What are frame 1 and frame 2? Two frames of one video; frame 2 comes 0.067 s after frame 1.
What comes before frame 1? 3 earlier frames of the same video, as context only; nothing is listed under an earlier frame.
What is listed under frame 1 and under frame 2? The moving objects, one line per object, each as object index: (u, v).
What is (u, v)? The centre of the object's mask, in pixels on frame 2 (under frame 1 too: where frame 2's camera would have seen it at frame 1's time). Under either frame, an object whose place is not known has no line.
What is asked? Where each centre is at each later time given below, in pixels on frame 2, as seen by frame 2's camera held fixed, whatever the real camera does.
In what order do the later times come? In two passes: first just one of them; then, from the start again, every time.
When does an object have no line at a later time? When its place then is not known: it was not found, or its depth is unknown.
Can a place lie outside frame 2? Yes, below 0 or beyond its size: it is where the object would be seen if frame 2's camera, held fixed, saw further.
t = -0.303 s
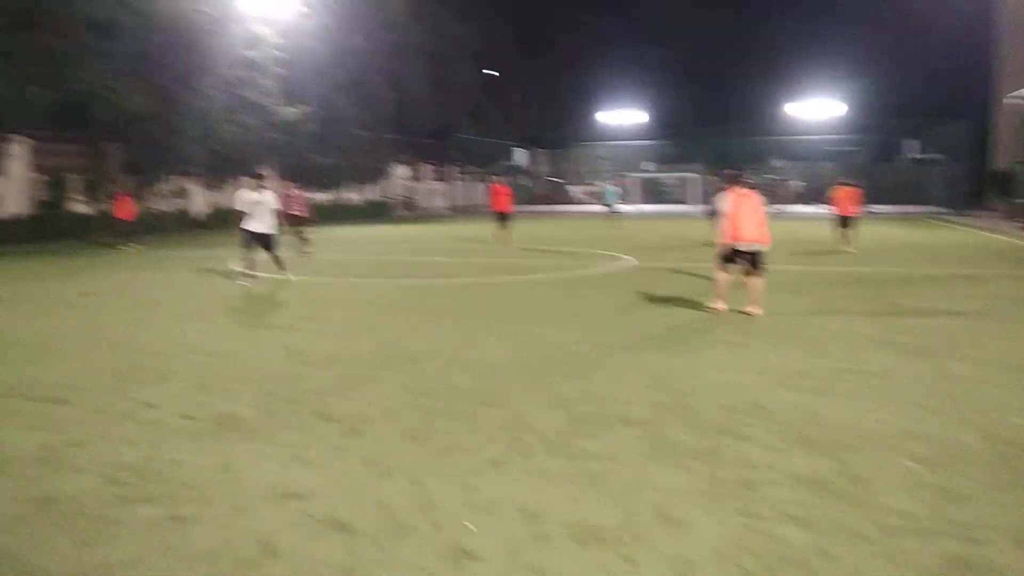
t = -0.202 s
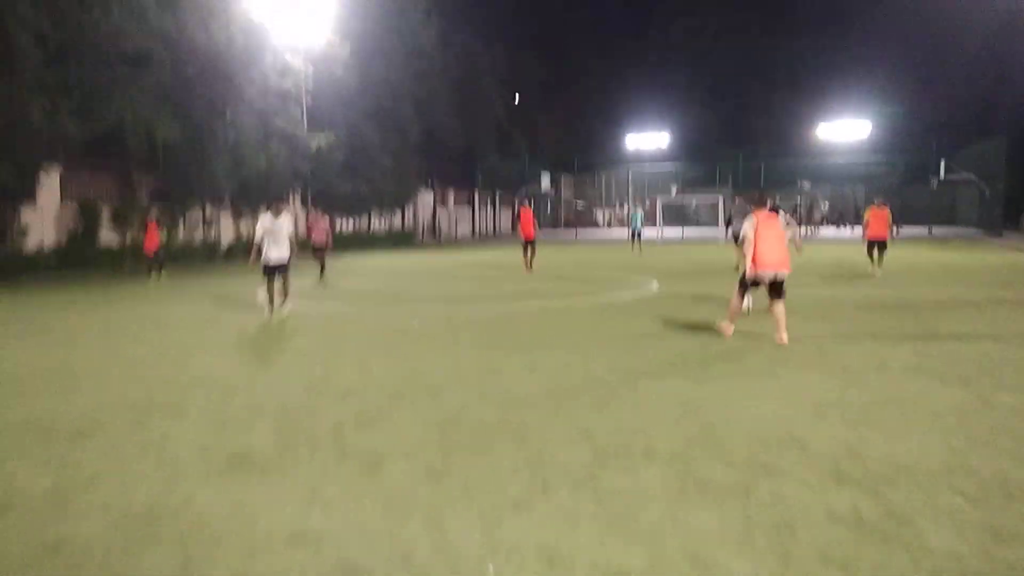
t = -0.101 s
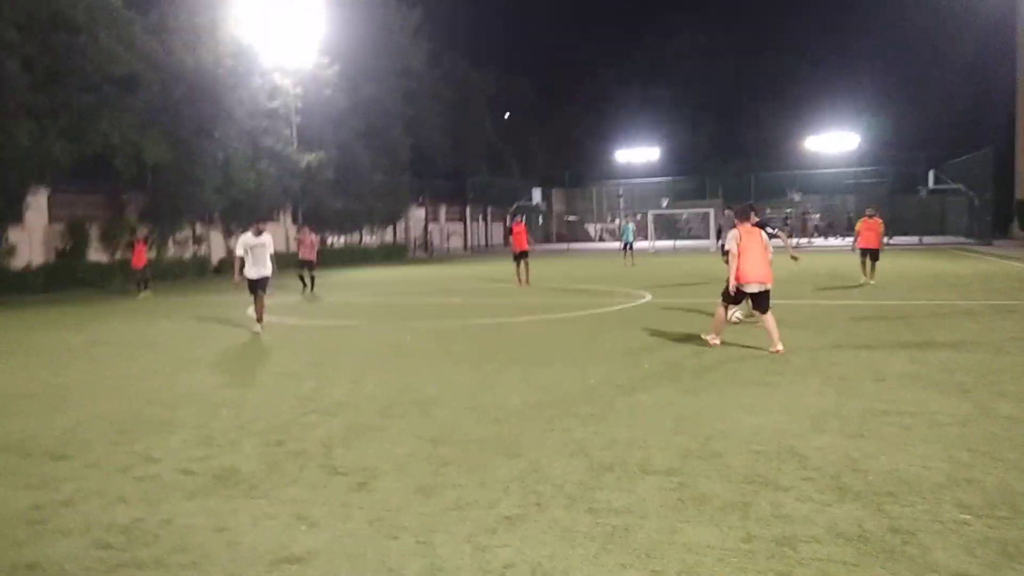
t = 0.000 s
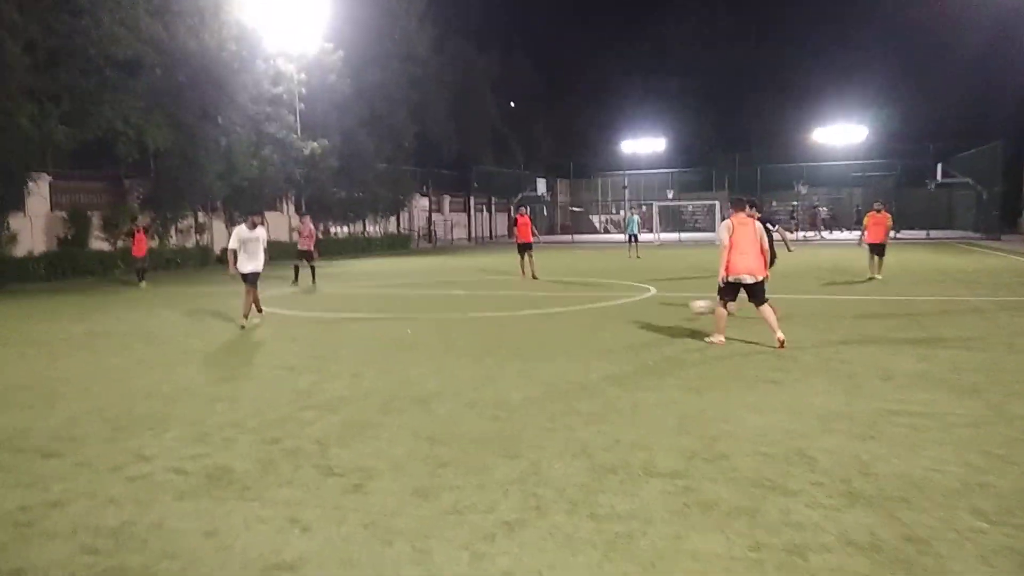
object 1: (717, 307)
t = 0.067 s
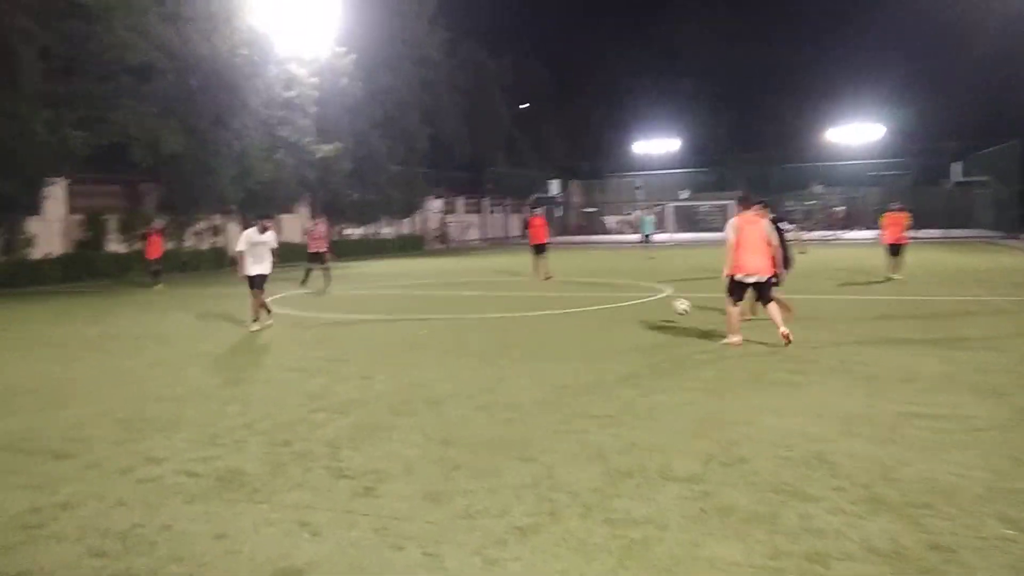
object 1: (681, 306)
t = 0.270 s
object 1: (575, 323)
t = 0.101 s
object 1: (665, 307)
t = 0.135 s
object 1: (644, 308)
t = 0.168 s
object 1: (628, 311)
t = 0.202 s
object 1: (610, 315)
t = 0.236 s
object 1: (591, 319)
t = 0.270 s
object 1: (575, 323)
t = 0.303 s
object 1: (559, 320)
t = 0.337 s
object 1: (545, 319)
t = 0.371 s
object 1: (530, 320)
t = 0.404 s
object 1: (514, 322)
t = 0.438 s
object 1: (499, 323)
